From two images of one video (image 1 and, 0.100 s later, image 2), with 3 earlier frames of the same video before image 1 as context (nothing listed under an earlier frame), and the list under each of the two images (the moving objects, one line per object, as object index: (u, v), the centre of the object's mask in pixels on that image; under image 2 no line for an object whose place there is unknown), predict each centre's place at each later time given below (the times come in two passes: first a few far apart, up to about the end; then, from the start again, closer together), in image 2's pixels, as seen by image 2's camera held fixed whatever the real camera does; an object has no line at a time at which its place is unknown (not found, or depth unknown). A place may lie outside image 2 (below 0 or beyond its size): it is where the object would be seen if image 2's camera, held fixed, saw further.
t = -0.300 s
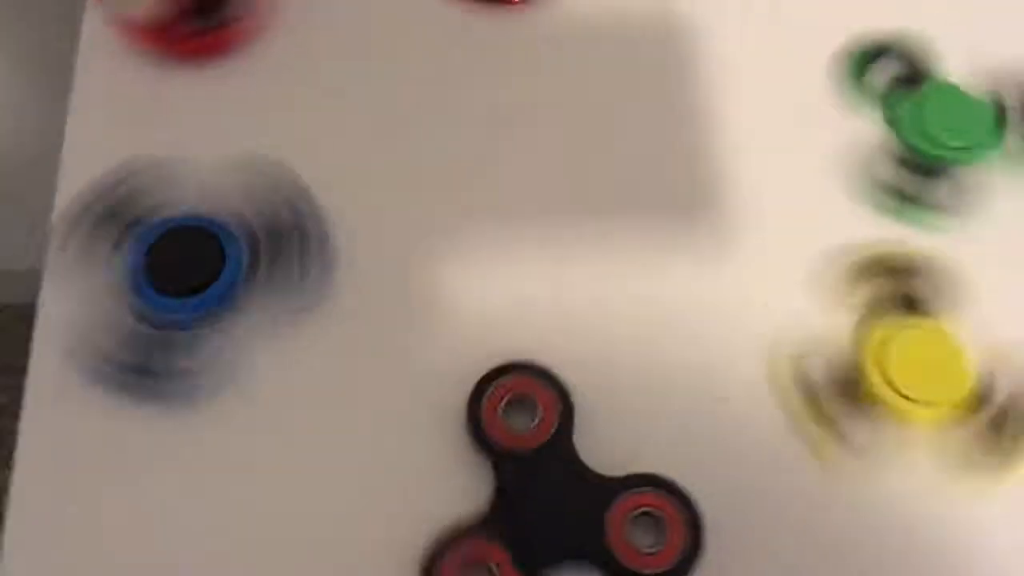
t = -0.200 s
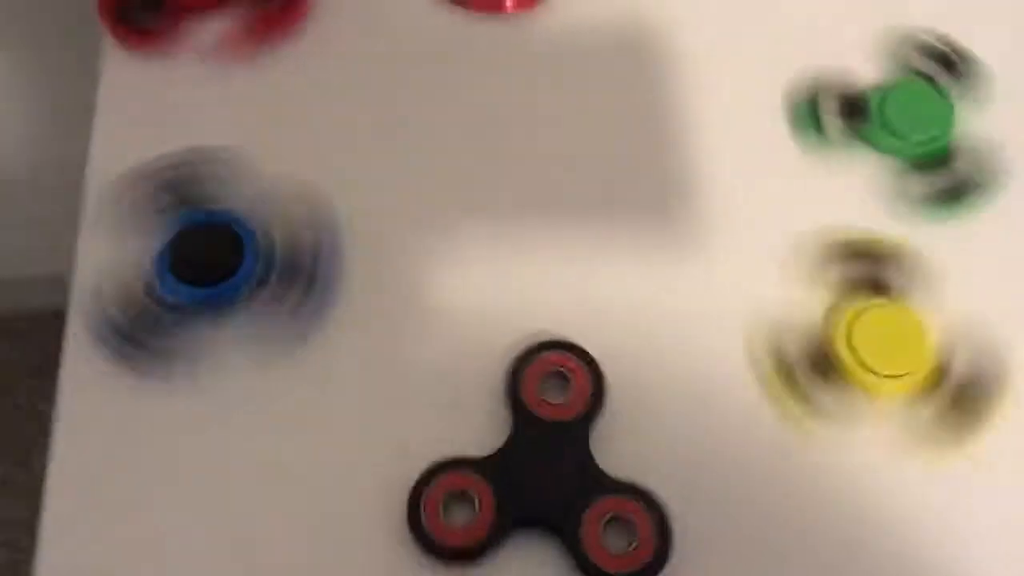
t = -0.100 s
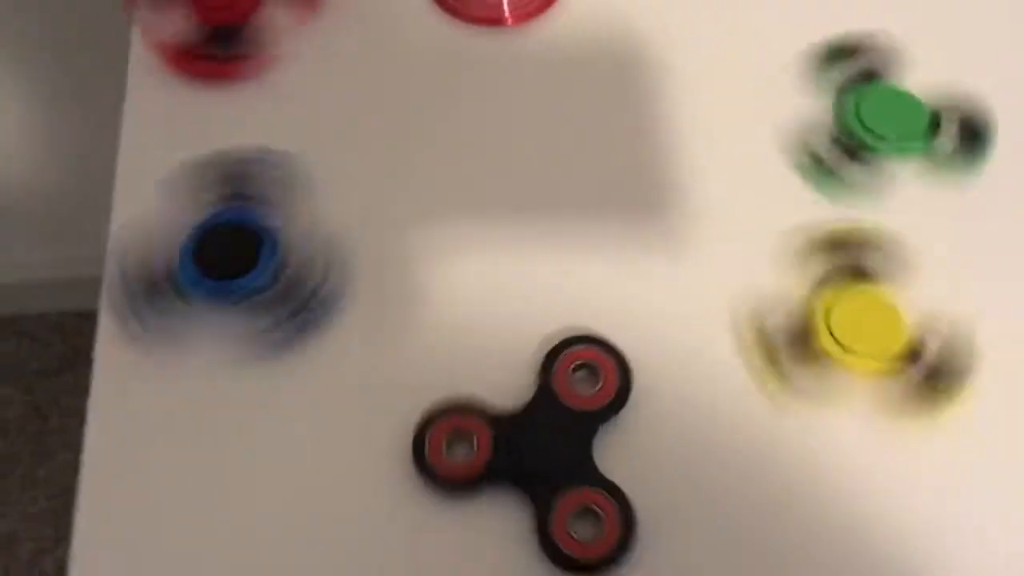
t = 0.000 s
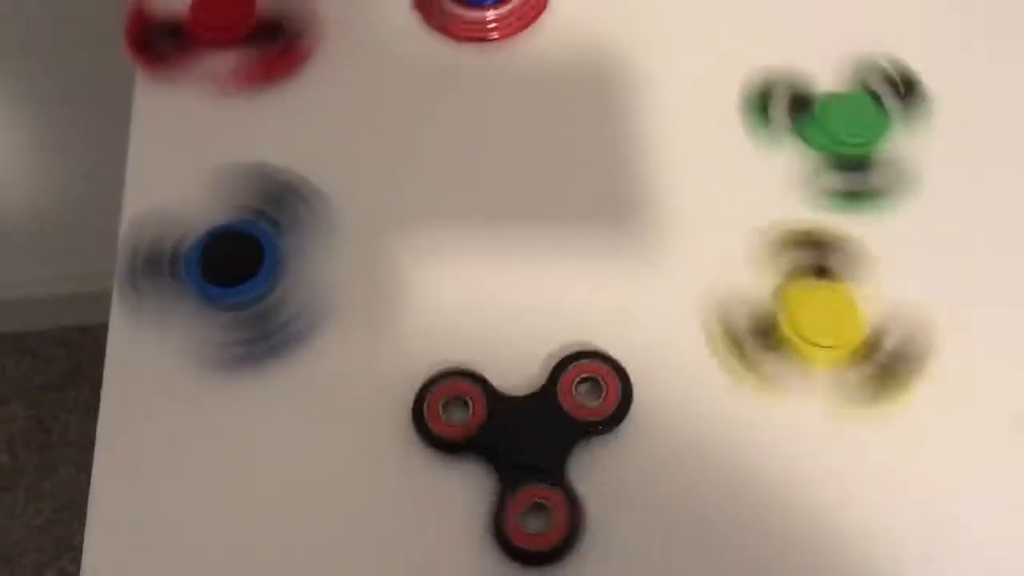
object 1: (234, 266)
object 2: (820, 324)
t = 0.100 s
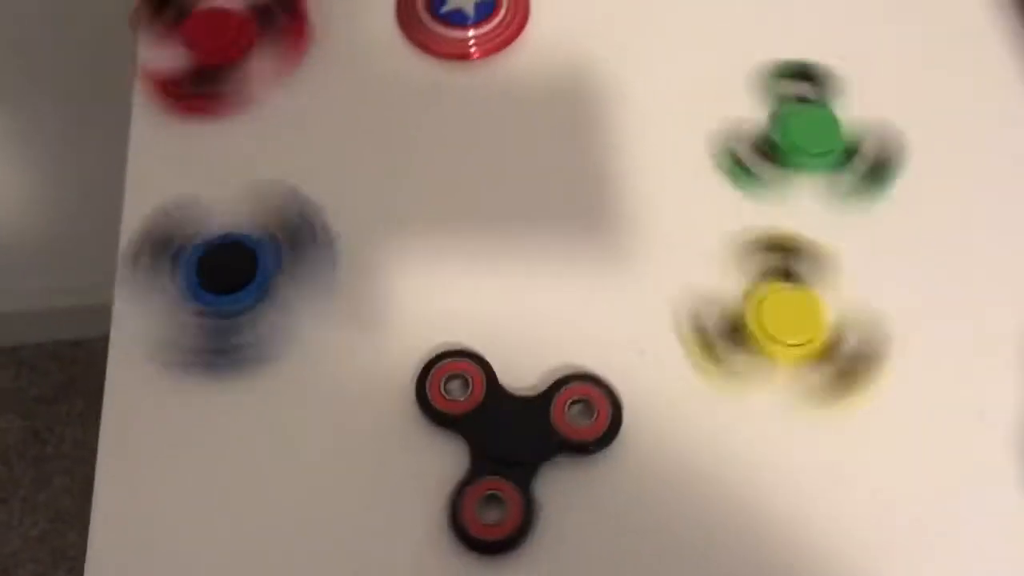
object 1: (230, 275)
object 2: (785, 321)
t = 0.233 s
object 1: (231, 273)
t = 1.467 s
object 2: (786, 316)
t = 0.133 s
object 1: (230, 275)
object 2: (785, 321)
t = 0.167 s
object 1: (231, 275)
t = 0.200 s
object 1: (230, 273)
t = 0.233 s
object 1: (231, 273)
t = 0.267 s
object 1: (231, 276)
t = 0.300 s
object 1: (230, 274)
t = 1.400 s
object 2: (786, 323)
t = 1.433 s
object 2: (788, 318)
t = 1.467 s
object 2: (786, 316)
